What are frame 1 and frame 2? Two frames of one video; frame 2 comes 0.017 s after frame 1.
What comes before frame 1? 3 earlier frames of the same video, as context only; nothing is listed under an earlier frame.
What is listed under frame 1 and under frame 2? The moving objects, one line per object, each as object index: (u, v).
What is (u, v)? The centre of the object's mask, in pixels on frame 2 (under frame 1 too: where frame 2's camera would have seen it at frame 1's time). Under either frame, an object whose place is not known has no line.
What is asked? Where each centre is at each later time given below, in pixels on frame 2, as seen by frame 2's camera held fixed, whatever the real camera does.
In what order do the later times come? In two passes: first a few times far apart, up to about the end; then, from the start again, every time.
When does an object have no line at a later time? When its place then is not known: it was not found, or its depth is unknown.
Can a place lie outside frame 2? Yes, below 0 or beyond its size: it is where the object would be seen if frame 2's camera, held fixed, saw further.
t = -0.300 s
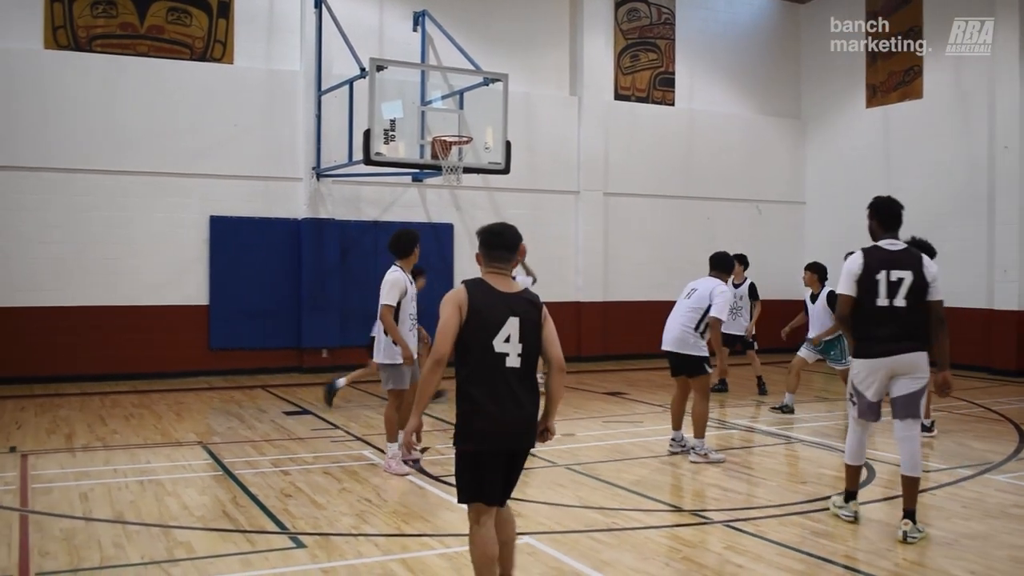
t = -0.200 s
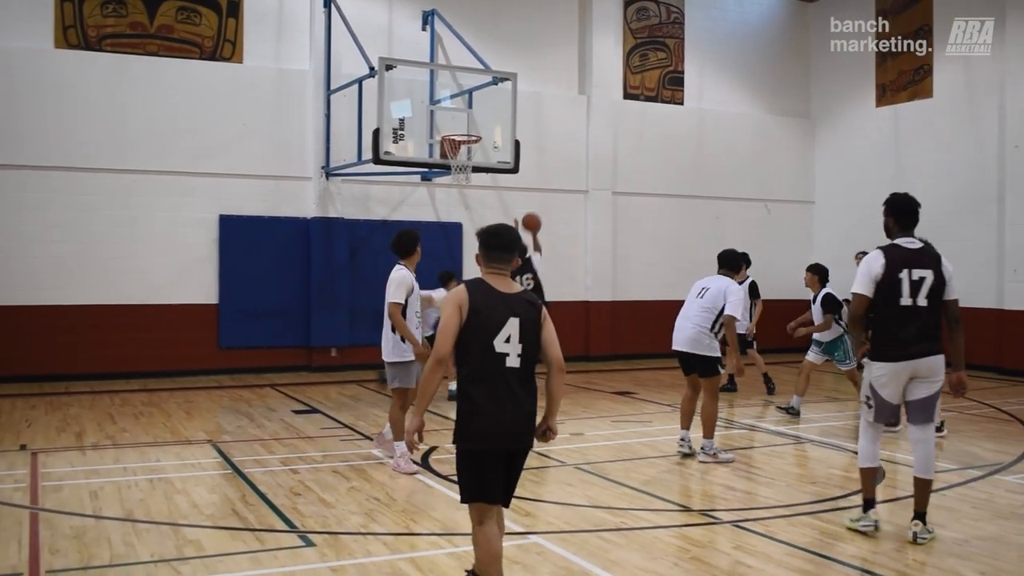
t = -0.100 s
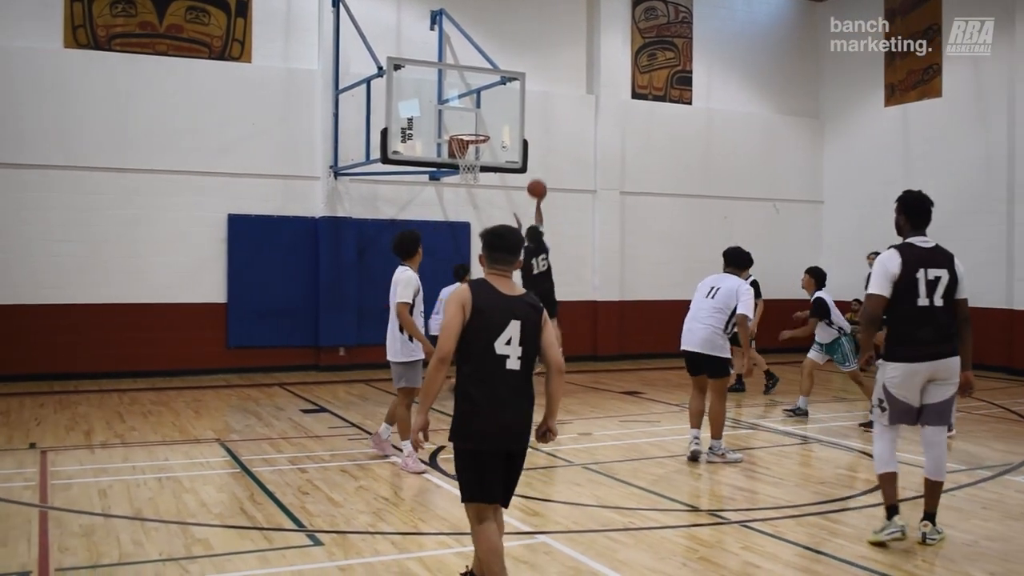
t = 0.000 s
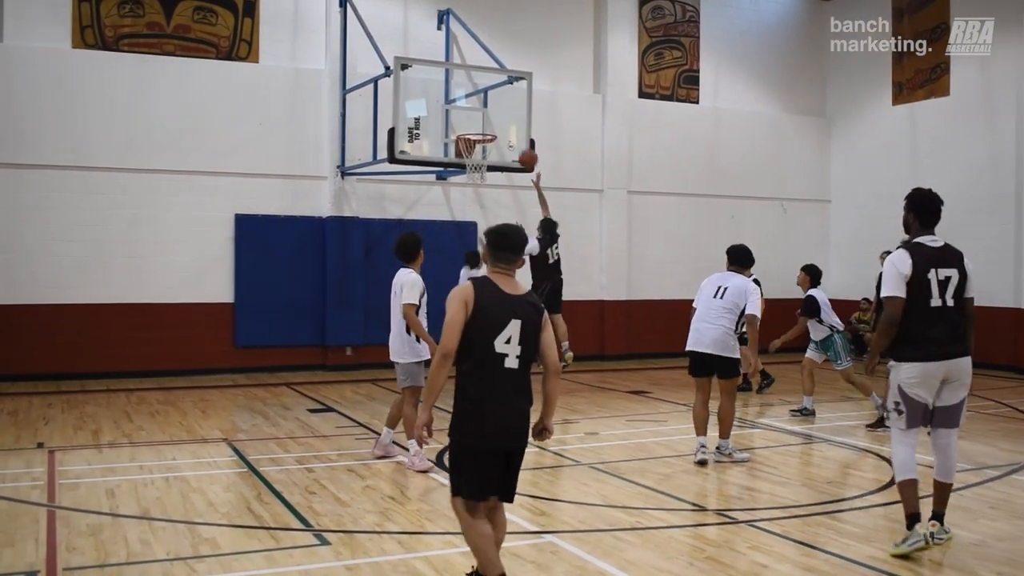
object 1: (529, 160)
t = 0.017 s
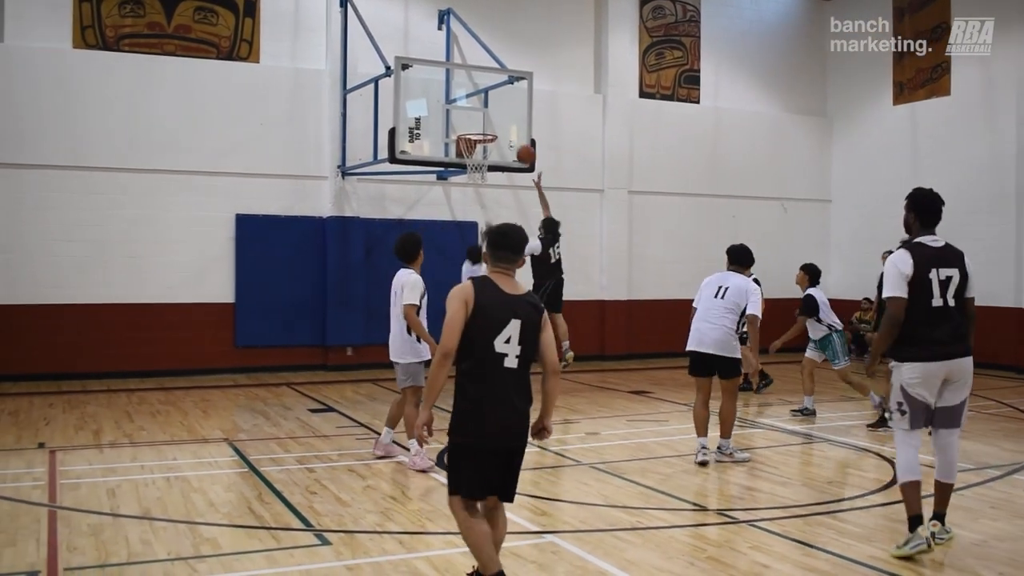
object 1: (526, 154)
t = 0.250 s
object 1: (497, 123)
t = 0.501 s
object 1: (495, 123)
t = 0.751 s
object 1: (490, 126)
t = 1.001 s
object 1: (479, 138)
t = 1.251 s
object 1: (469, 182)
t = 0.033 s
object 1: (523, 150)
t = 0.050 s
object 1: (520, 147)
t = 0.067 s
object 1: (516, 143)
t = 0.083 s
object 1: (514, 140)
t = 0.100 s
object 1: (510, 137)
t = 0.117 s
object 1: (508, 134)
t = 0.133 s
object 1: (504, 131)
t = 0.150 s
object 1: (501, 129)
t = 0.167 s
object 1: (499, 127)
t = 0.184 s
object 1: (498, 126)
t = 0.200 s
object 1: (498, 125)
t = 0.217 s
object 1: (498, 124)
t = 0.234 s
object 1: (497, 124)
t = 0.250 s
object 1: (497, 123)
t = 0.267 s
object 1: (497, 123)
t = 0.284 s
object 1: (497, 124)
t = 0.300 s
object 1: (496, 124)
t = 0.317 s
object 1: (496, 124)
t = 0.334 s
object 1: (496, 125)
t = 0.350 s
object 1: (495, 126)
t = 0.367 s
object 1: (495, 128)
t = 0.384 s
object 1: (495, 127)
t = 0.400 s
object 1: (495, 126)
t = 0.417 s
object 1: (495, 125)
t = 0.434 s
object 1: (495, 124)
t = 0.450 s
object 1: (495, 123)
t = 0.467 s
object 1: (495, 123)
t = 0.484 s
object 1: (495, 123)
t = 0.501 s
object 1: (495, 123)
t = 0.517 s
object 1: (495, 123)
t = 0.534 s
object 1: (495, 124)
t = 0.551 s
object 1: (495, 125)
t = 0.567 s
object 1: (495, 125)
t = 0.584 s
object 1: (495, 126)
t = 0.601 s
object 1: (495, 125)
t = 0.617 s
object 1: (494, 125)
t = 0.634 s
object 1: (494, 125)
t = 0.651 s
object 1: (494, 125)
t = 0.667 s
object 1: (493, 125)
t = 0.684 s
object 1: (493, 126)
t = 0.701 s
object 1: (492, 126)
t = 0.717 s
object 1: (492, 126)
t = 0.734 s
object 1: (491, 126)
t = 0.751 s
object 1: (490, 126)
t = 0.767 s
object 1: (490, 126)
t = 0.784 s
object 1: (489, 127)
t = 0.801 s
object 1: (488, 127)
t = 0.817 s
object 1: (488, 127)
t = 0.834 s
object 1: (487, 127)
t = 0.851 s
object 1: (486, 128)
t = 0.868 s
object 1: (486, 128)
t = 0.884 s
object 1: (485, 129)
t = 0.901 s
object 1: (484, 130)
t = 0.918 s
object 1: (483, 130)
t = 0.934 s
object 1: (482, 131)
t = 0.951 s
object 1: (481, 132)
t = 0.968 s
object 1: (480, 134)
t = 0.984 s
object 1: (480, 136)
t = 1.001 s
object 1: (479, 138)
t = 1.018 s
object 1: (478, 140)
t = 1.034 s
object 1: (478, 144)
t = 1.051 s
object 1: (479, 147)
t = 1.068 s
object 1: (477, 150)
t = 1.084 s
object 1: (477, 151)
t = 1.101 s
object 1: (474, 154)
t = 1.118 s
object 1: (474, 156)
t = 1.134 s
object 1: (472, 161)
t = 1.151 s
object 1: (472, 164)
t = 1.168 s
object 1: (471, 166)
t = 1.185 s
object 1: (470, 169)
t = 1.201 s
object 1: (470, 172)
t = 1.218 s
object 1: (470, 178)
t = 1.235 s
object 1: (469, 179)
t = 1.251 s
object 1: (469, 182)
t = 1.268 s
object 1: (469, 185)
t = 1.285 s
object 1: (468, 190)
